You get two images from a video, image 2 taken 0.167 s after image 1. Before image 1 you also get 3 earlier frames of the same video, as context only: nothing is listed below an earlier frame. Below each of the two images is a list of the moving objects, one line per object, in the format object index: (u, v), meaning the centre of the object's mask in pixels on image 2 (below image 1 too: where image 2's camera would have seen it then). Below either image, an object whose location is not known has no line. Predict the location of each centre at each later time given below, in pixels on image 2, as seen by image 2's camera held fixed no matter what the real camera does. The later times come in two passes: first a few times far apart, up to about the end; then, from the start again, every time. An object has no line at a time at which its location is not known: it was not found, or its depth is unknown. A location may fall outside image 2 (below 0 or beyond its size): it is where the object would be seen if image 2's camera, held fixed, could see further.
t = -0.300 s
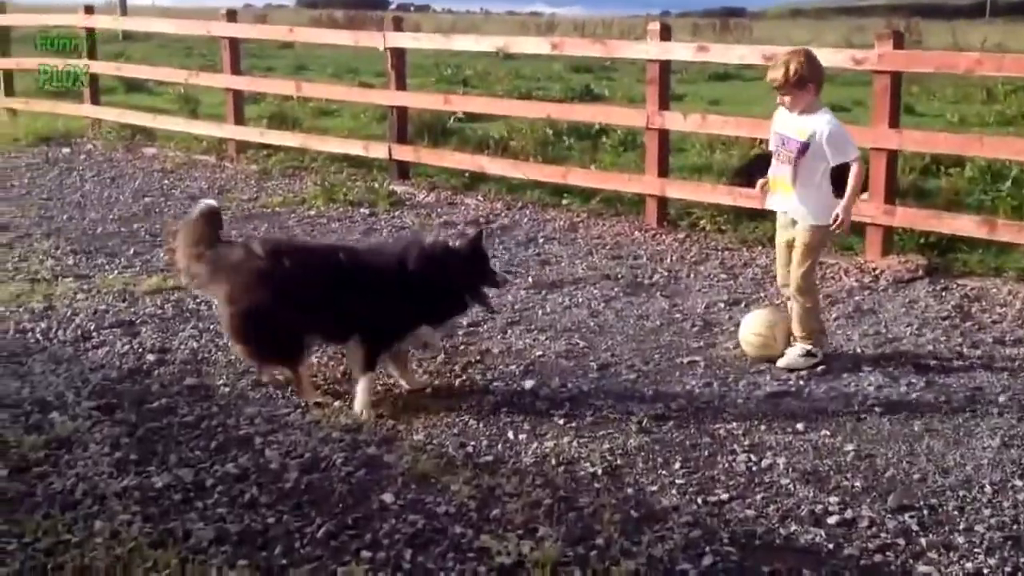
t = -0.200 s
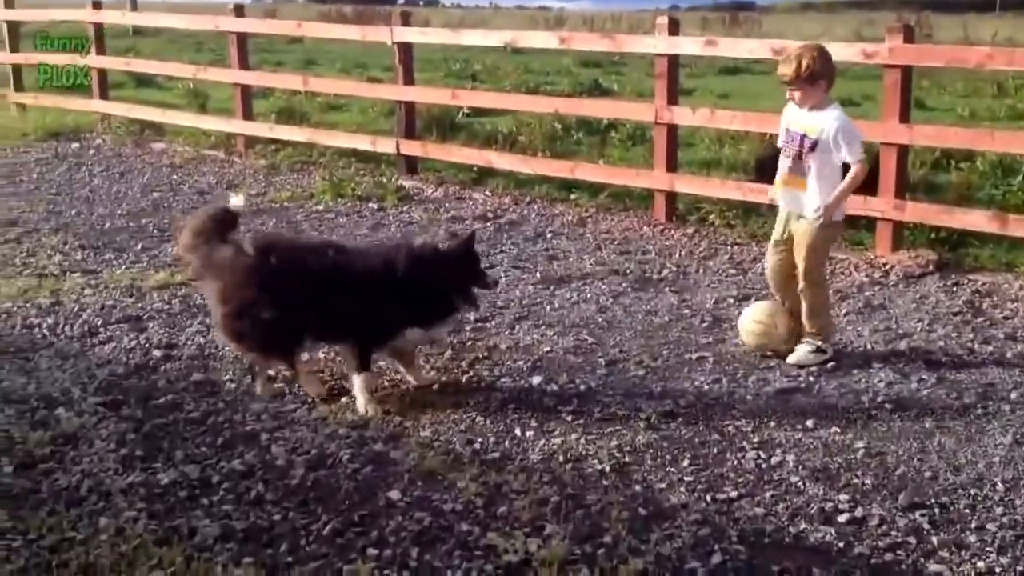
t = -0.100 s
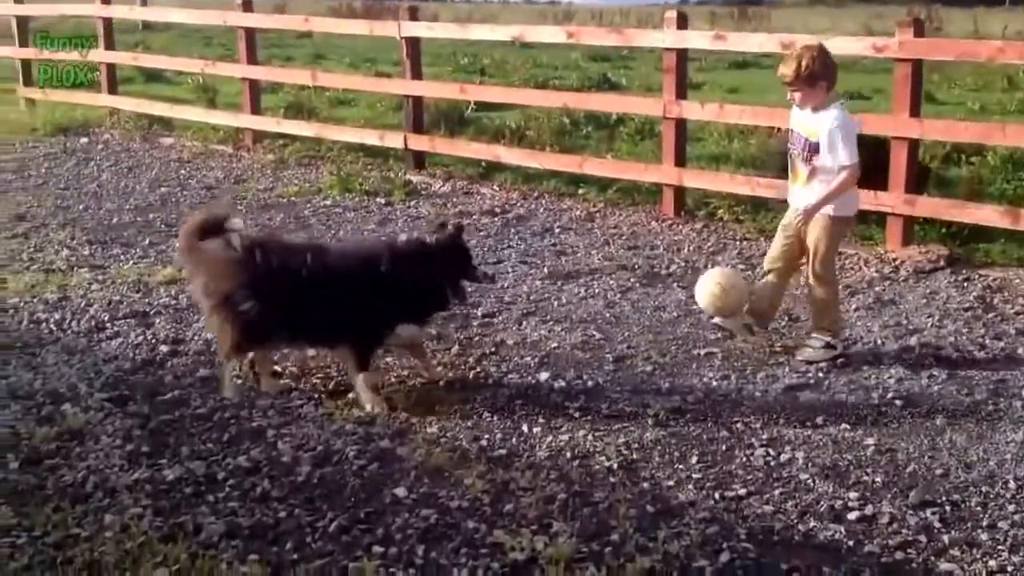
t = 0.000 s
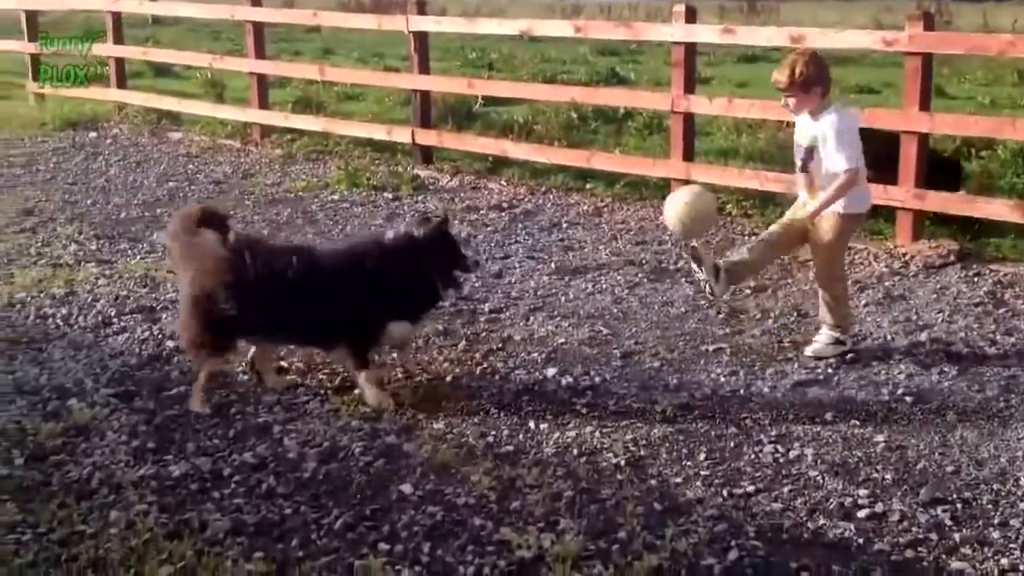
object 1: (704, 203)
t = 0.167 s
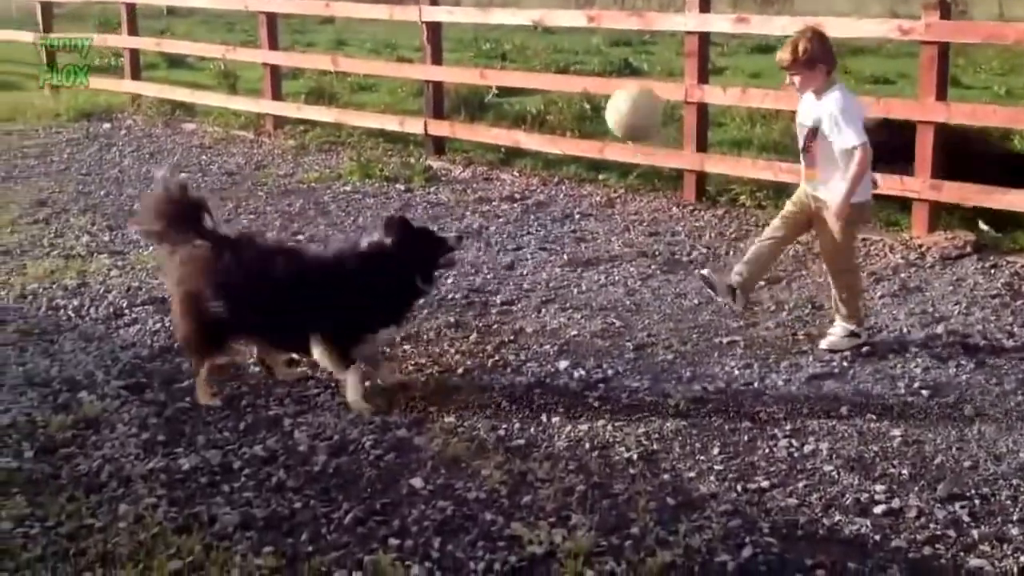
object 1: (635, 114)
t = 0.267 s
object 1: (589, 90)
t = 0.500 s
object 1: (480, 148)
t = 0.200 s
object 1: (620, 103)
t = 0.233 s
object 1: (604, 96)
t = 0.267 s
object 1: (589, 90)
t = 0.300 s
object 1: (575, 90)
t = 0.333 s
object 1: (559, 94)
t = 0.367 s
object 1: (544, 98)
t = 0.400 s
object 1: (529, 106)
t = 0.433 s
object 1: (514, 114)
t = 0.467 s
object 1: (497, 128)
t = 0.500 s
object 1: (480, 148)
